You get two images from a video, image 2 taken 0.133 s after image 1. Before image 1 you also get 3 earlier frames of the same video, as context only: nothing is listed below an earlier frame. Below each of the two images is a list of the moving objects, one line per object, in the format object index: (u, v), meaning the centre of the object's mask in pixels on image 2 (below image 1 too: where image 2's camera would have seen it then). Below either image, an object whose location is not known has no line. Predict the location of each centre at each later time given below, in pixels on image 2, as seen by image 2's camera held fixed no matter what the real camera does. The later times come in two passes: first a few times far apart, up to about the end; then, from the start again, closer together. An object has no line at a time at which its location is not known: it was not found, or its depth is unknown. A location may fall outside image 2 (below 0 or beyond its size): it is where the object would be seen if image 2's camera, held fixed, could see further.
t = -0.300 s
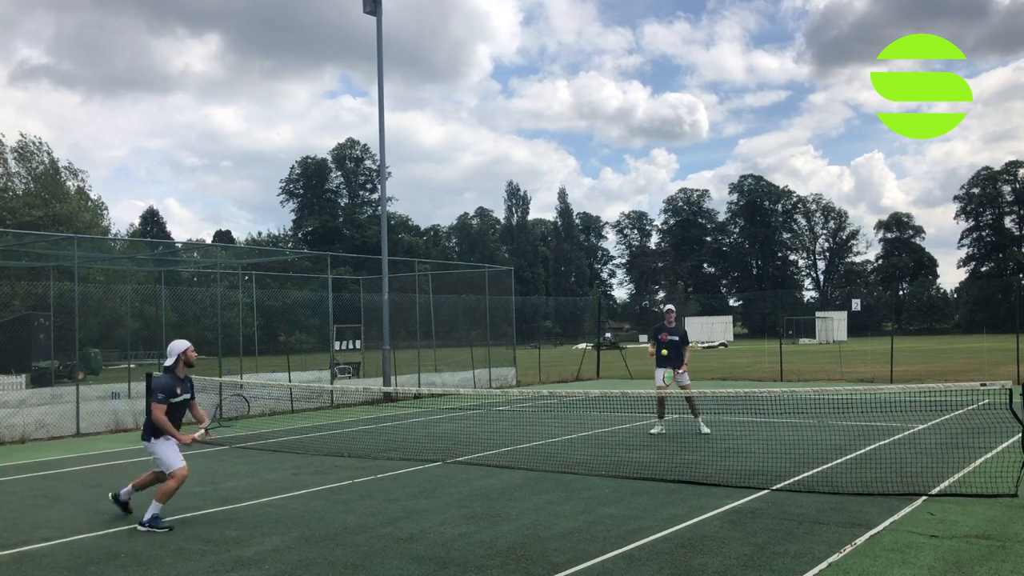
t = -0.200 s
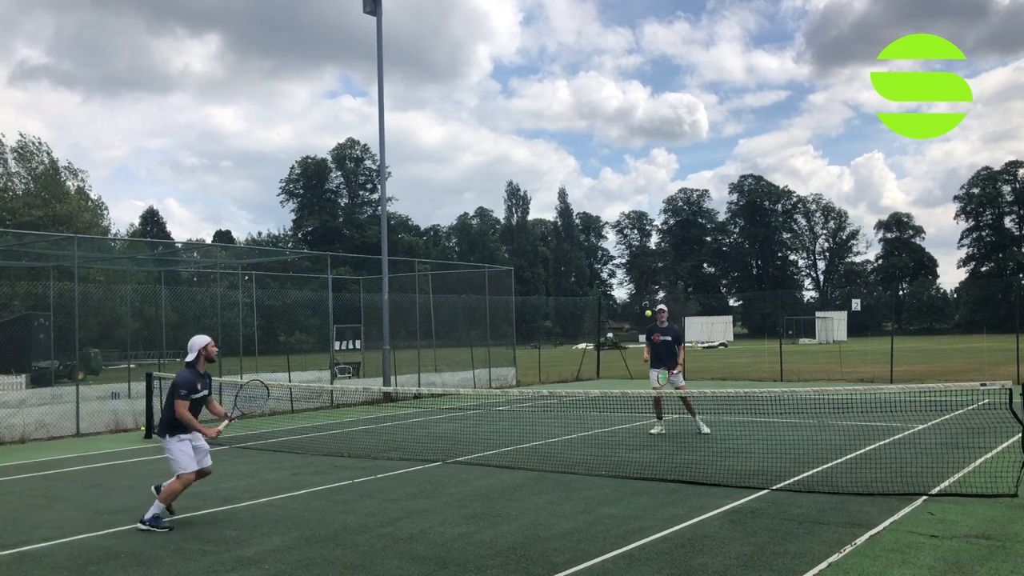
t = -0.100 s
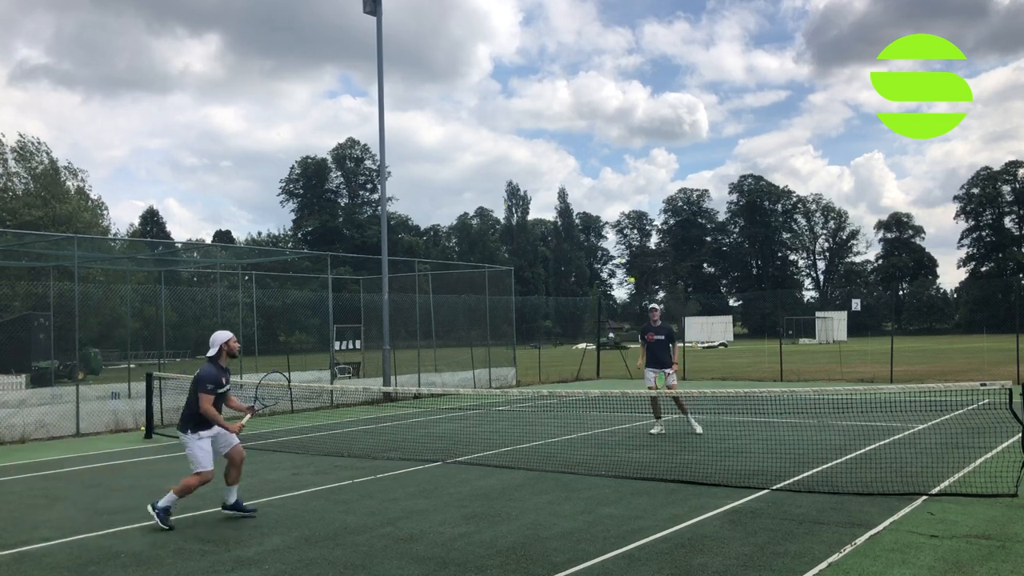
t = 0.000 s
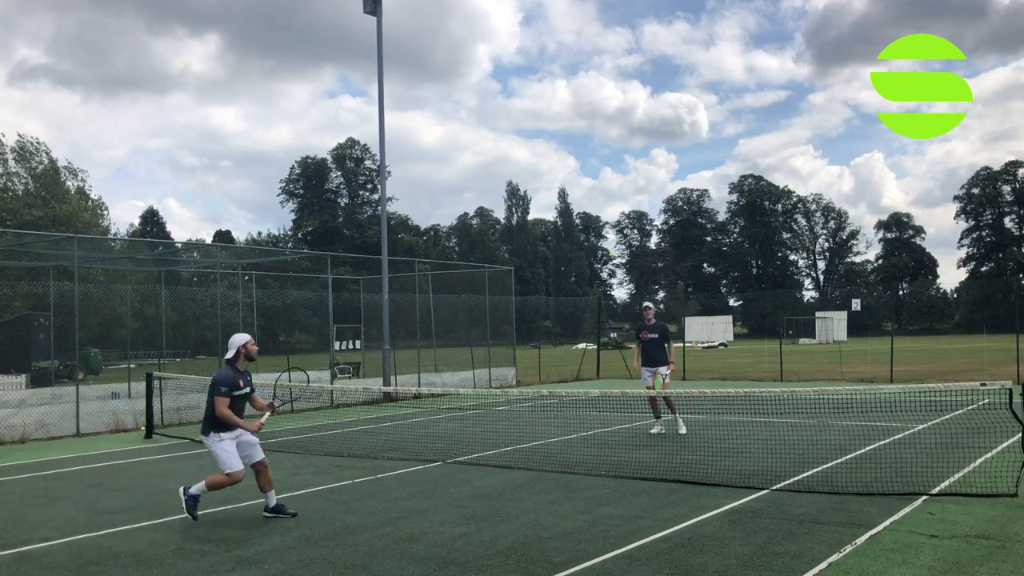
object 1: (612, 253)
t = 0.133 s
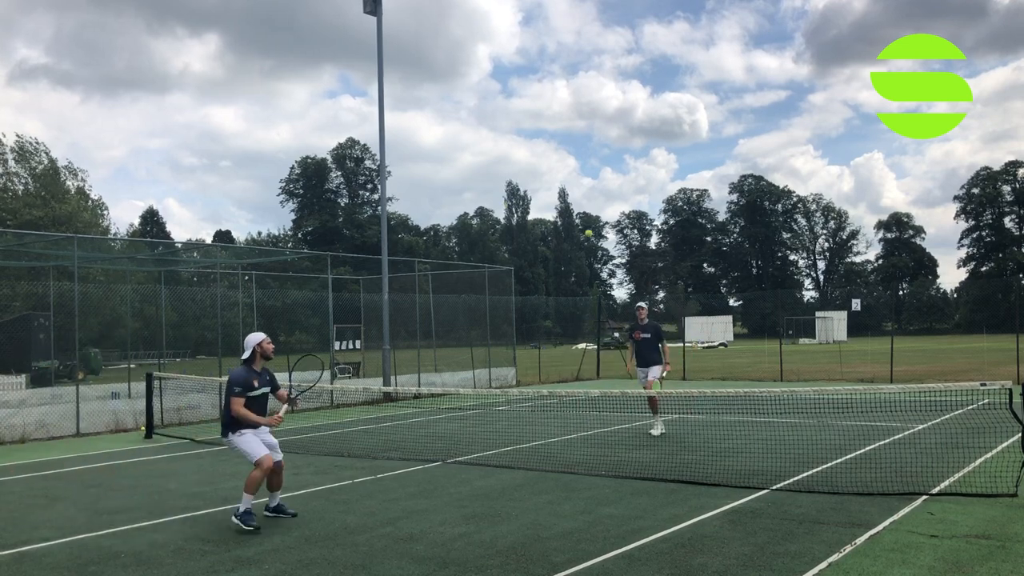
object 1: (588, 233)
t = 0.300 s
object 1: (553, 228)
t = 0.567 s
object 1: (487, 287)
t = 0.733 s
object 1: (439, 380)
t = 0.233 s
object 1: (567, 227)
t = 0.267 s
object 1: (560, 226)
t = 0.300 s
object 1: (553, 228)
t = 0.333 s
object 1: (546, 230)
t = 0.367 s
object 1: (538, 234)
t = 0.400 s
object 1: (530, 239)
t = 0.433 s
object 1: (522, 245)
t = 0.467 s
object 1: (513, 254)
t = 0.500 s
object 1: (505, 263)
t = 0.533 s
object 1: (496, 274)
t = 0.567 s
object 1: (487, 287)
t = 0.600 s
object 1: (478, 302)
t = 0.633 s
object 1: (468, 318)
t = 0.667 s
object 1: (458, 337)
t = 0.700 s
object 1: (448, 357)
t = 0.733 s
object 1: (439, 380)
